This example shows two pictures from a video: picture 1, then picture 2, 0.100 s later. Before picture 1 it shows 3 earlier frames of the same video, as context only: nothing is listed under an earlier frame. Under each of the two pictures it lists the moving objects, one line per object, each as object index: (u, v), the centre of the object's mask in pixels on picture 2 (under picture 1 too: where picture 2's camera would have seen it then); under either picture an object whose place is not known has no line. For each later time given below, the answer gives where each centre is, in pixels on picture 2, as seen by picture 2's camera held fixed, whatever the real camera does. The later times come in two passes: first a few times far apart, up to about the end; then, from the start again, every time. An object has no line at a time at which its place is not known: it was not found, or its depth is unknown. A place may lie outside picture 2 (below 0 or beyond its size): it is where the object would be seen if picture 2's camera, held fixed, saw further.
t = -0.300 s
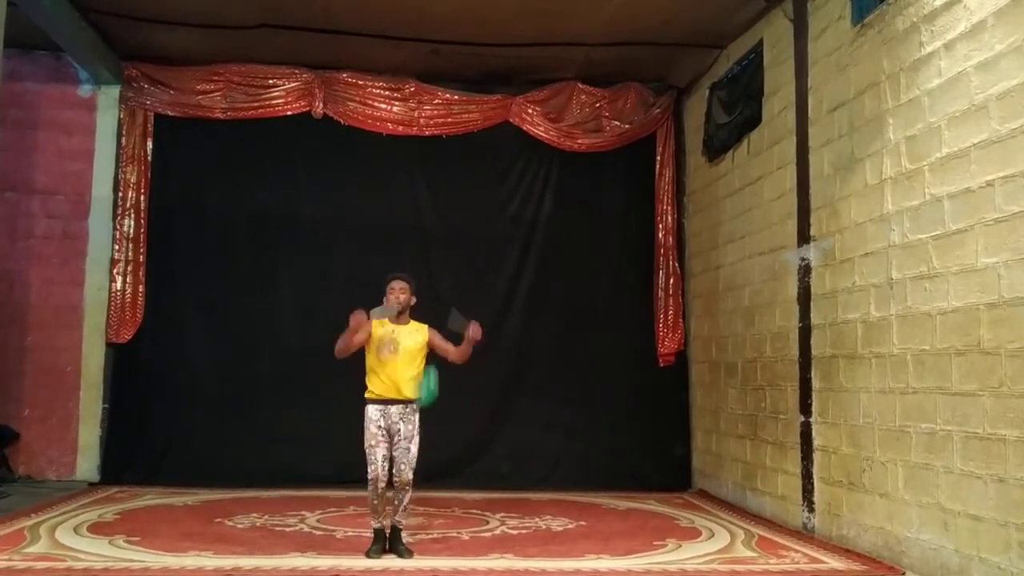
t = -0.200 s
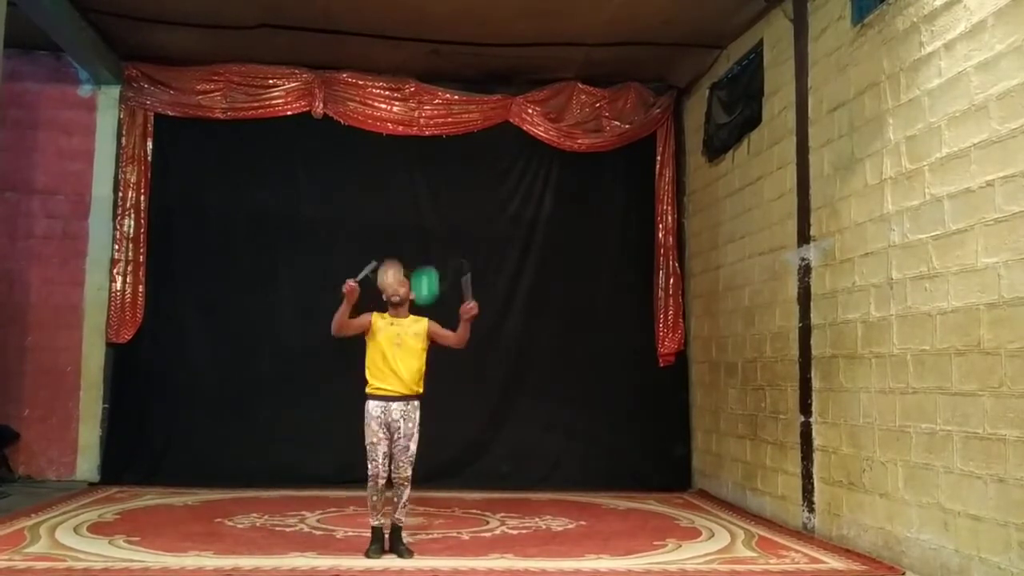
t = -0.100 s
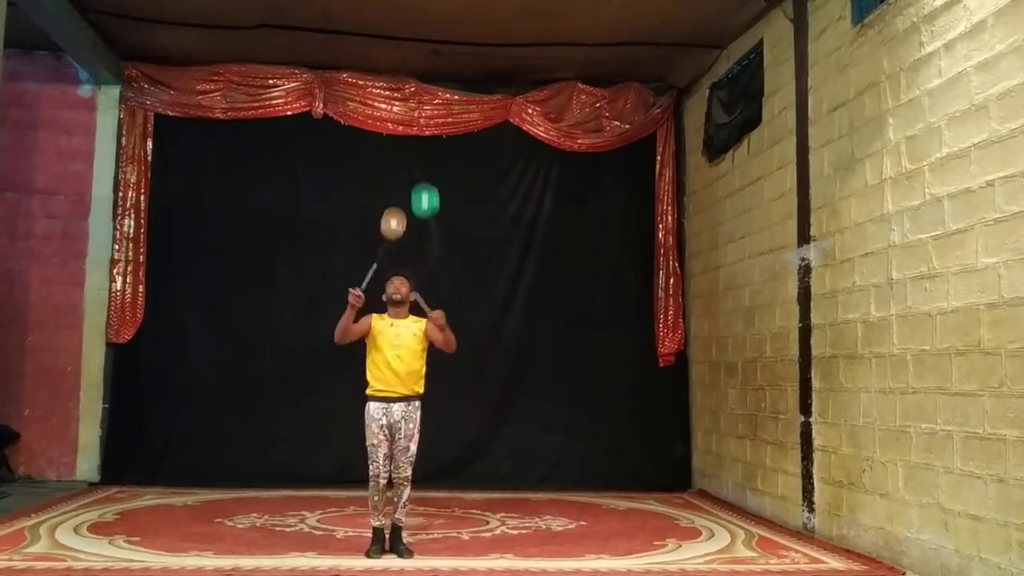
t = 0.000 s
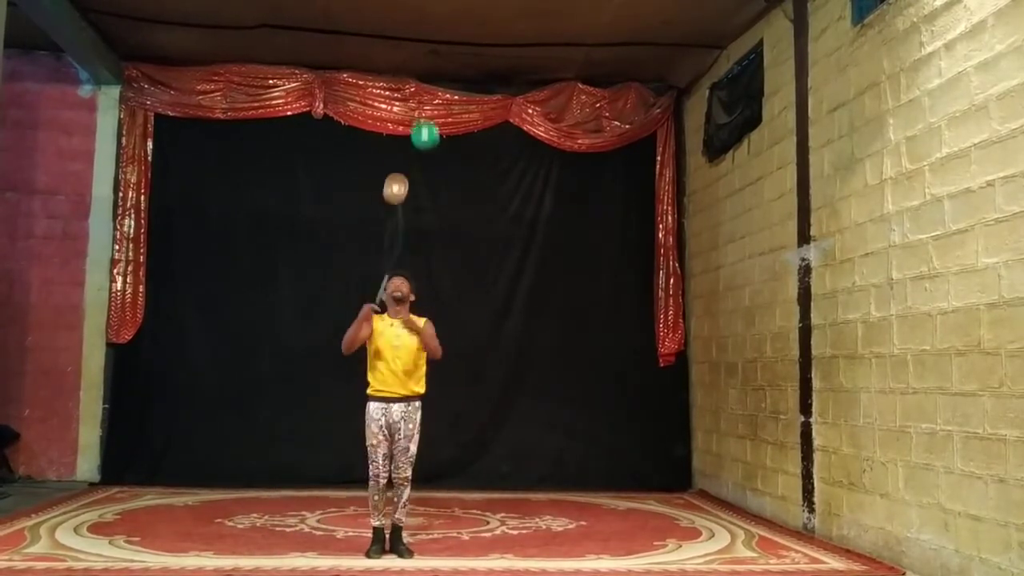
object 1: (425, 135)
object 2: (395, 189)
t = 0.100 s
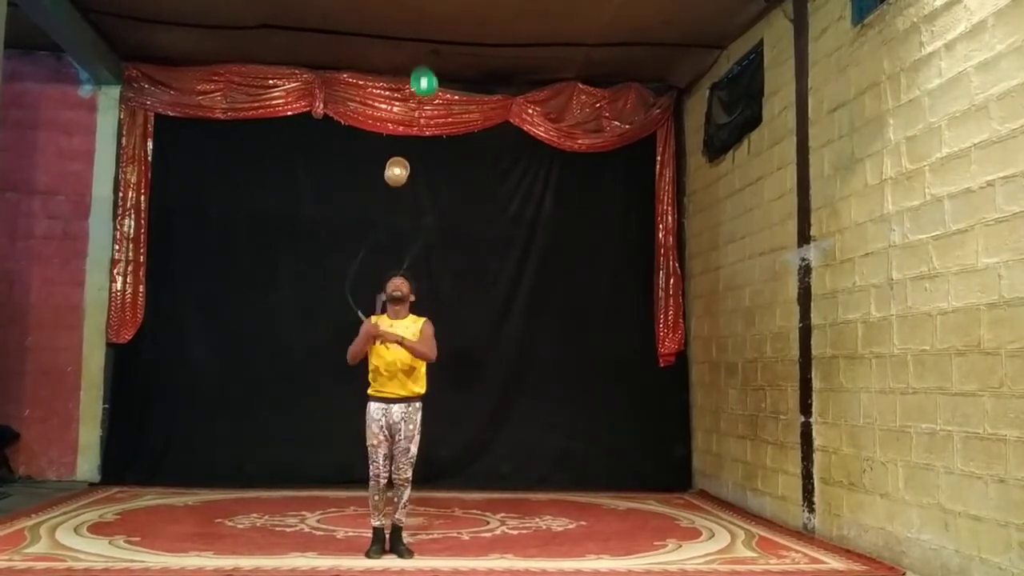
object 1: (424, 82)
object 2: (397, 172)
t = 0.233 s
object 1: (422, 41)
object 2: (397, 174)
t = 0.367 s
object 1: (419, 30)
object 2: (397, 206)
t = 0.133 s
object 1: (423, 69)
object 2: (397, 169)
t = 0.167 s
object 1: (423, 59)
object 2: (397, 169)
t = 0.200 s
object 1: (423, 49)
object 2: (397, 171)
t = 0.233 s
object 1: (422, 41)
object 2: (397, 174)
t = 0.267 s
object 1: (421, 36)
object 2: (397, 179)
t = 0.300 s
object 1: (421, 32)
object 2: (397, 187)
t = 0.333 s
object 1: (420, 30)
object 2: (397, 195)
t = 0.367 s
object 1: (419, 30)
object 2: (397, 206)
